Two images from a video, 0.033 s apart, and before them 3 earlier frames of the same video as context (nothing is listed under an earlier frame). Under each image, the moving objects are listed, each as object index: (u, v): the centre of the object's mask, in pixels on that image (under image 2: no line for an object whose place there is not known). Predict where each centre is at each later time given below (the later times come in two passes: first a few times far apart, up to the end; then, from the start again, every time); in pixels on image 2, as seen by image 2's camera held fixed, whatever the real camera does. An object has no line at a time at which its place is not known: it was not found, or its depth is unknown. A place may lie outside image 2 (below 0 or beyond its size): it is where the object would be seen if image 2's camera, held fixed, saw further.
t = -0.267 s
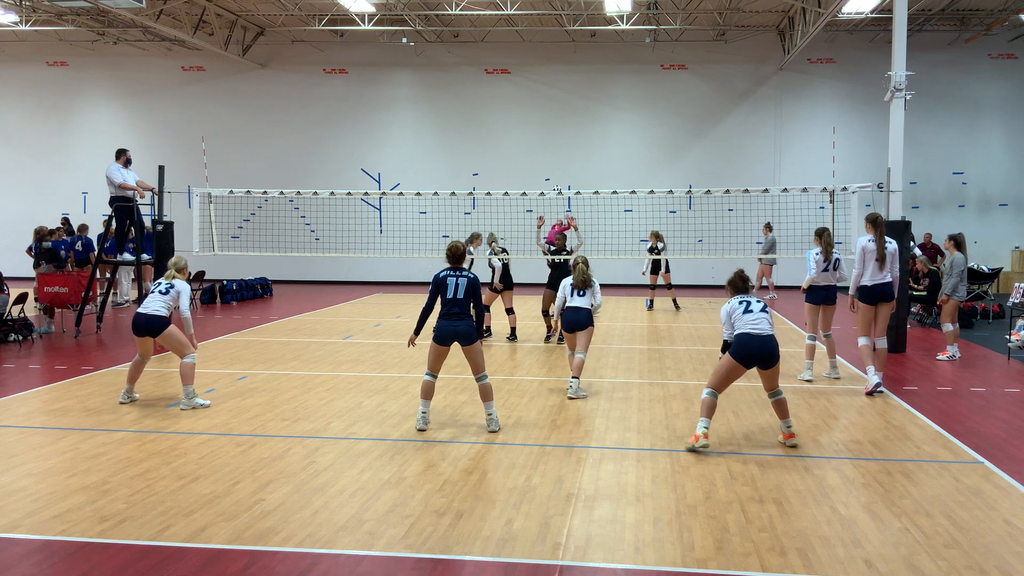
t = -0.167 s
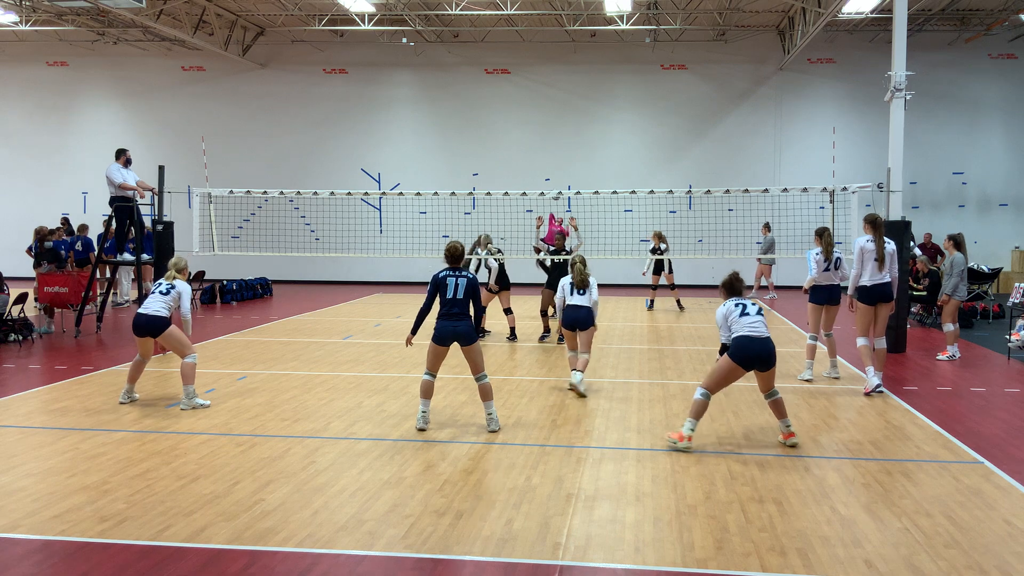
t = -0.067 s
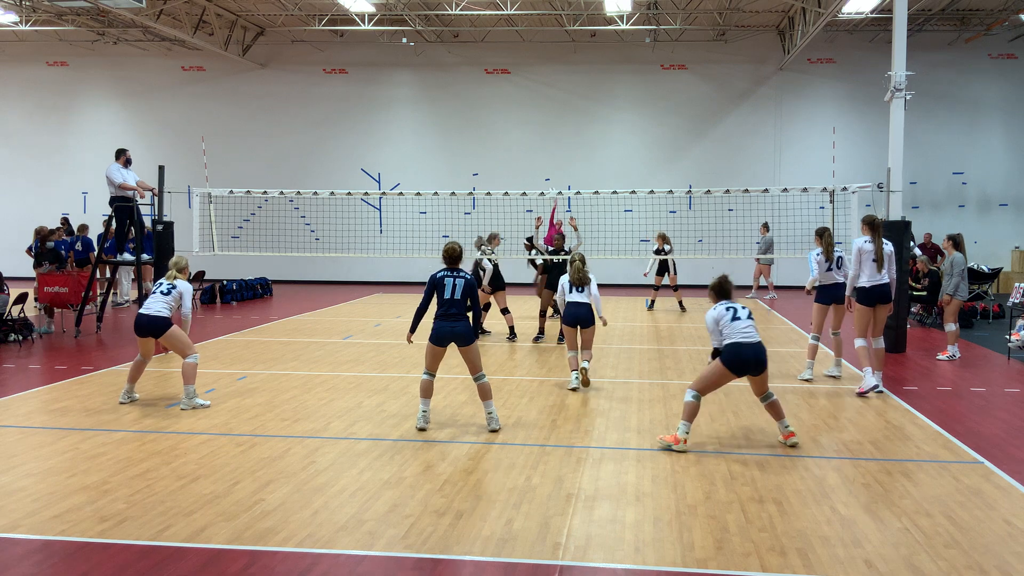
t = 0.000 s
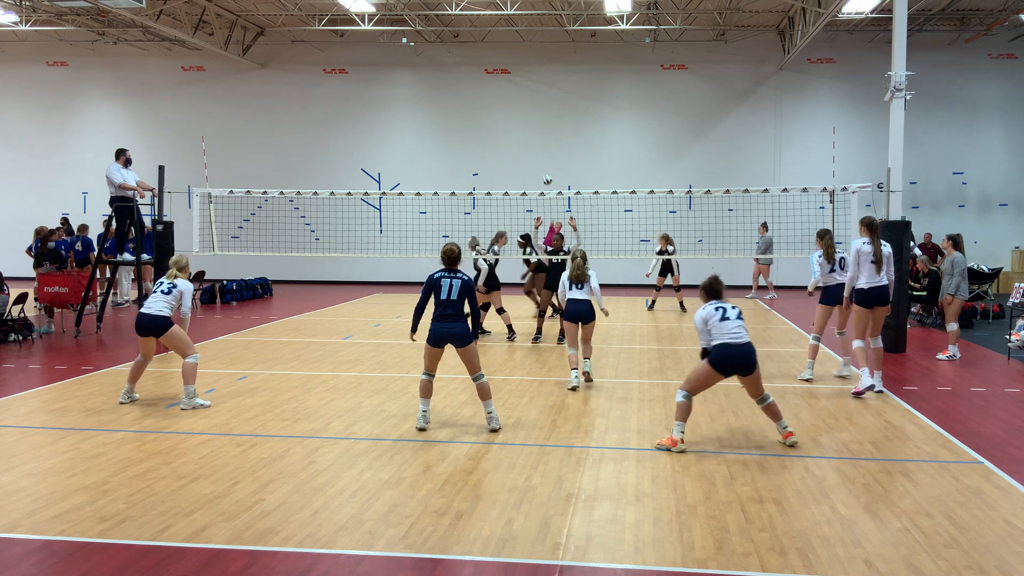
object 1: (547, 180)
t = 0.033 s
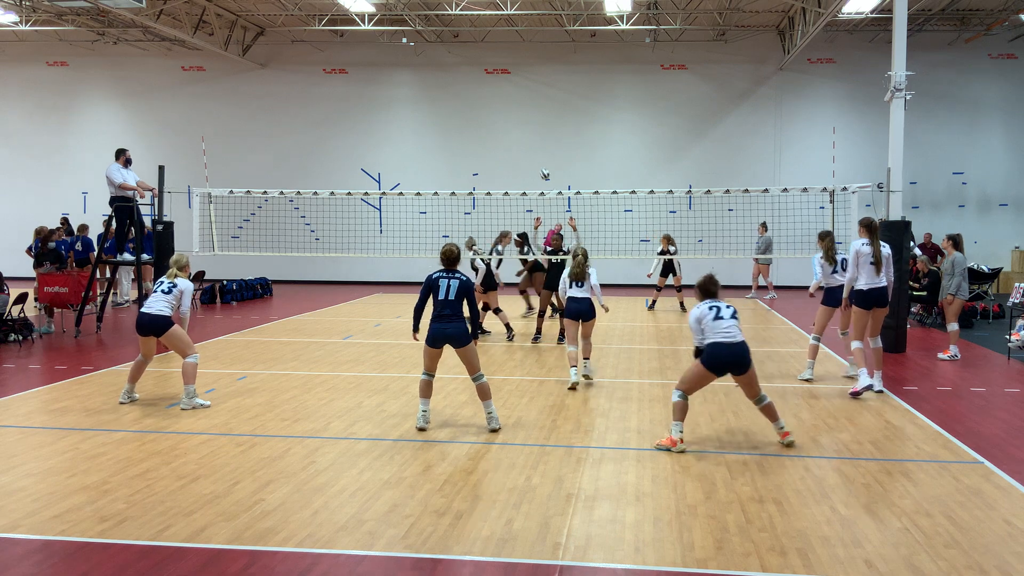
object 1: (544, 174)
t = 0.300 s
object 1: (525, 134)
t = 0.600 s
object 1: (499, 117)
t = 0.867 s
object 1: (462, 165)
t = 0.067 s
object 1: (542, 168)
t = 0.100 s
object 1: (540, 163)
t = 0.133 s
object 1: (537, 157)
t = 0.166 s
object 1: (535, 152)
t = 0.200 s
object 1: (533, 147)
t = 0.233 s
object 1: (530, 143)
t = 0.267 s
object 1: (528, 138)
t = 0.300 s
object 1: (525, 134)
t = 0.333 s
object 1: (522, 130)
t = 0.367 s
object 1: (520, 127)
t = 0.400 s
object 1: (517, 123)
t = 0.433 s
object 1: (515, 121)
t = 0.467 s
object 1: (512, 118)
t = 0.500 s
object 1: (509, 117)
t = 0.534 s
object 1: (506, 116)
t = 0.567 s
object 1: (503, 116)
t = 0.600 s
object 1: (499, 117)
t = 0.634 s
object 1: (495, 118)
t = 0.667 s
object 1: (491, 121)
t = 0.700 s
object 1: (487, 125)
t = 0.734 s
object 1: (482, 130)
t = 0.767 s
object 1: (477, 137)
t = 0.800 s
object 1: (472, 145)
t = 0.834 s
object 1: (467, 155)
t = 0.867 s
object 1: (462, 165)
